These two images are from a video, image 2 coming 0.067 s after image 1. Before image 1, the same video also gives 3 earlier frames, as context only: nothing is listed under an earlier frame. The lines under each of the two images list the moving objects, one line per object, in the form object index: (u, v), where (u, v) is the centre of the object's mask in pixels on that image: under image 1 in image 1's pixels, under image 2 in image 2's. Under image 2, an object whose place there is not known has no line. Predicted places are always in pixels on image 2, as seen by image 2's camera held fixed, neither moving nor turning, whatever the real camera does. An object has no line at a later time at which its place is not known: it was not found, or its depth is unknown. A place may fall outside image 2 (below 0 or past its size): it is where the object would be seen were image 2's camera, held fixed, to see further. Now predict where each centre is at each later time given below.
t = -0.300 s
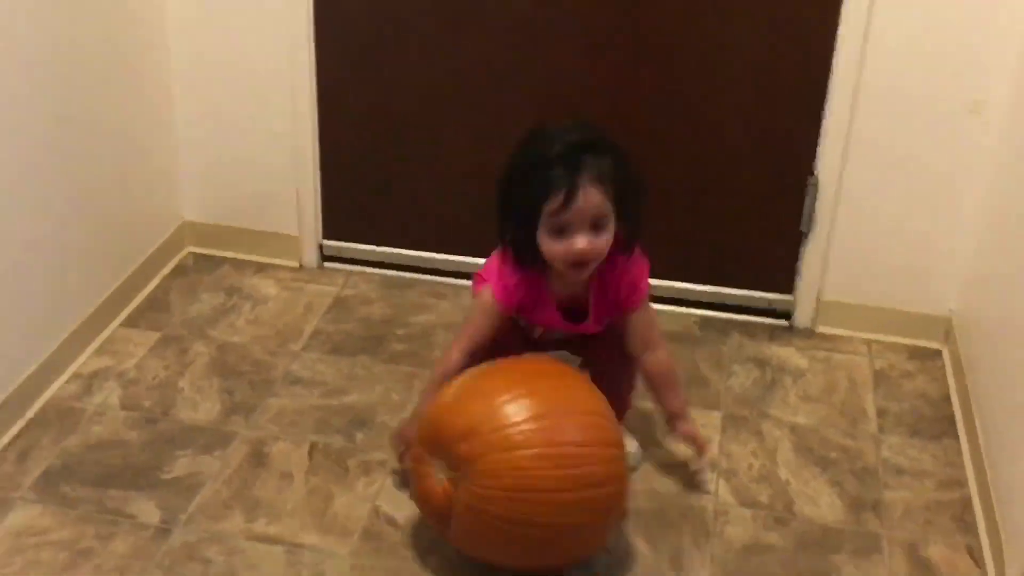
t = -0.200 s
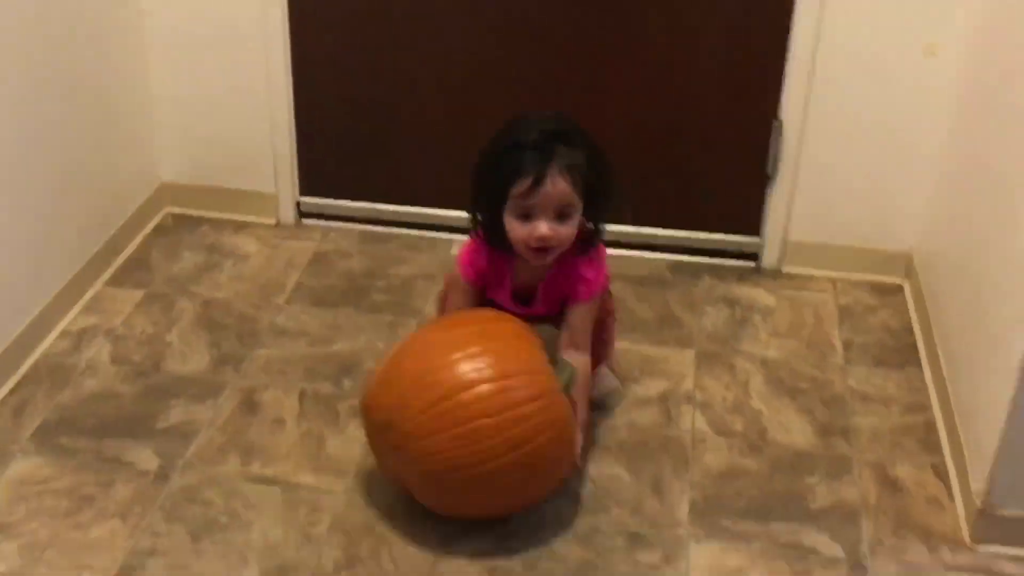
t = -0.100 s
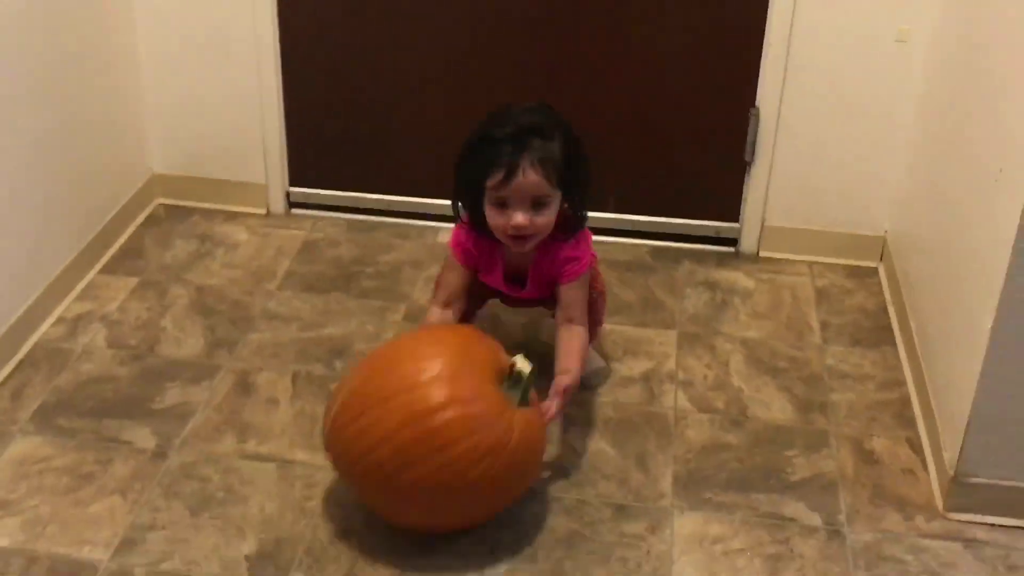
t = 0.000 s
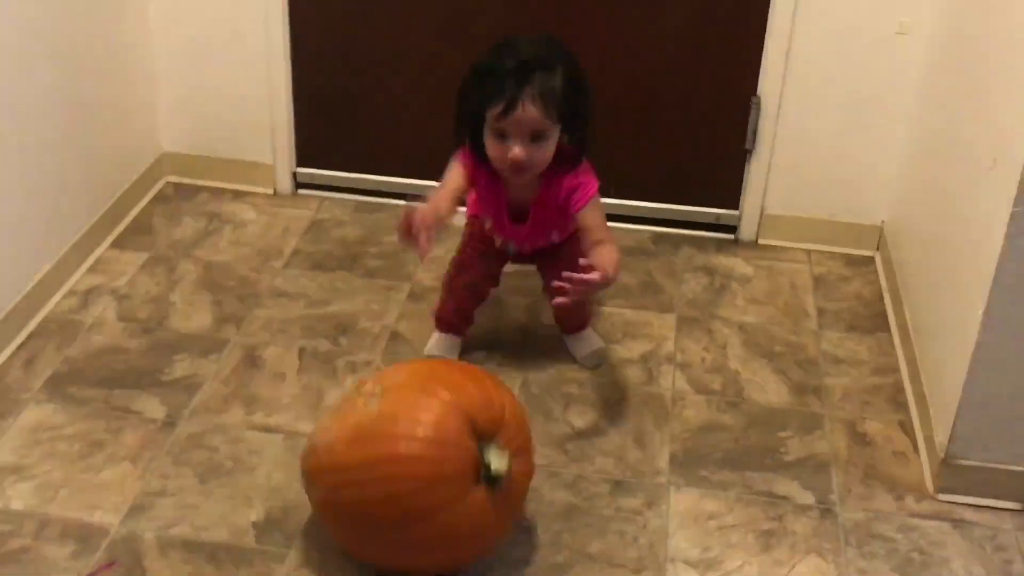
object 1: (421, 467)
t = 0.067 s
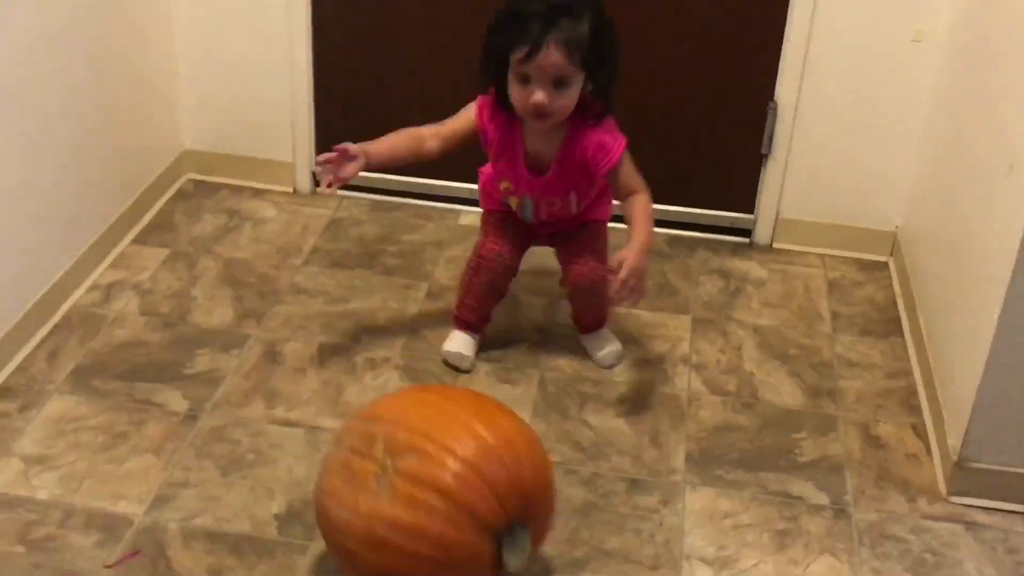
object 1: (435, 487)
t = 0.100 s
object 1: (434, 495)
